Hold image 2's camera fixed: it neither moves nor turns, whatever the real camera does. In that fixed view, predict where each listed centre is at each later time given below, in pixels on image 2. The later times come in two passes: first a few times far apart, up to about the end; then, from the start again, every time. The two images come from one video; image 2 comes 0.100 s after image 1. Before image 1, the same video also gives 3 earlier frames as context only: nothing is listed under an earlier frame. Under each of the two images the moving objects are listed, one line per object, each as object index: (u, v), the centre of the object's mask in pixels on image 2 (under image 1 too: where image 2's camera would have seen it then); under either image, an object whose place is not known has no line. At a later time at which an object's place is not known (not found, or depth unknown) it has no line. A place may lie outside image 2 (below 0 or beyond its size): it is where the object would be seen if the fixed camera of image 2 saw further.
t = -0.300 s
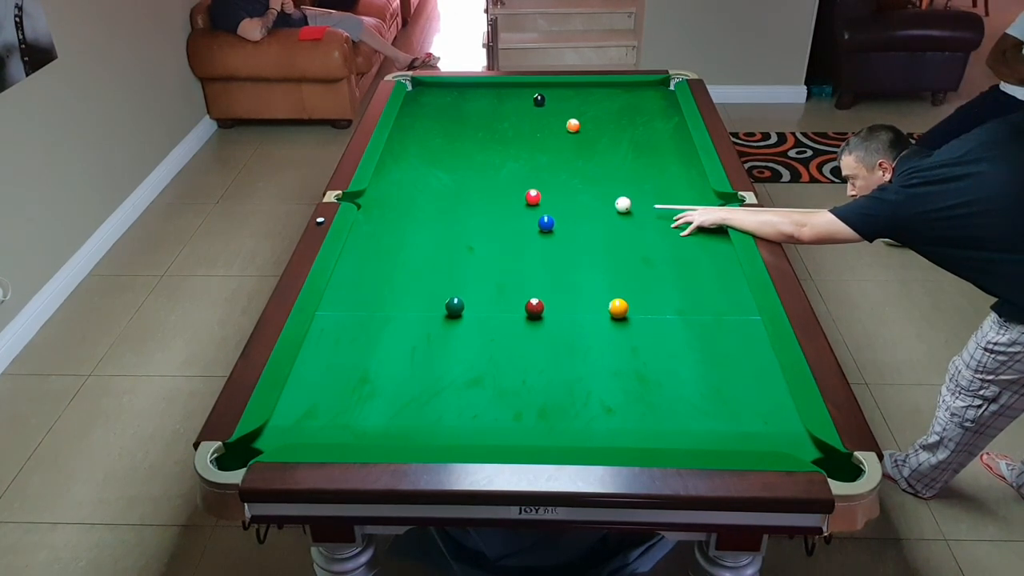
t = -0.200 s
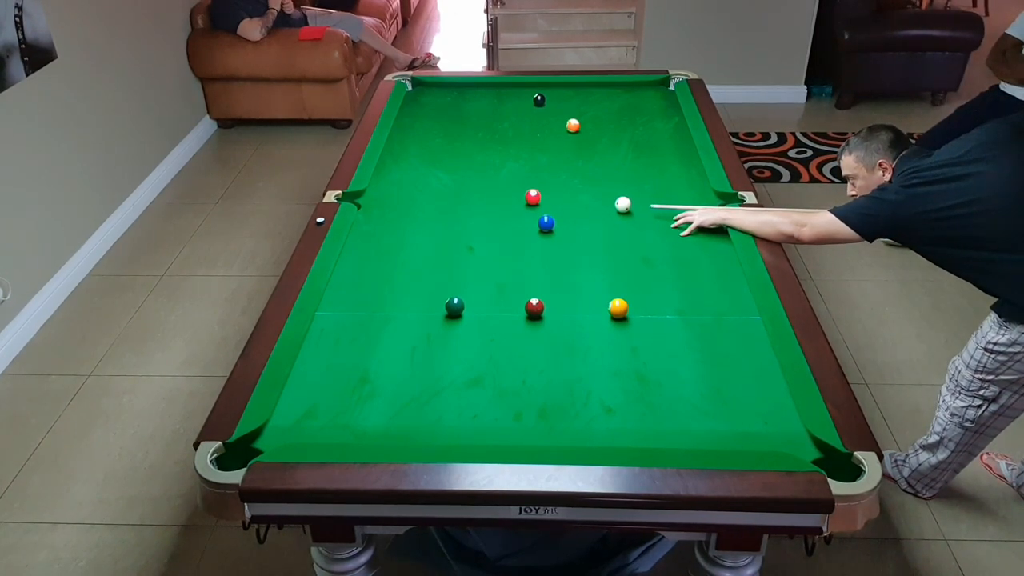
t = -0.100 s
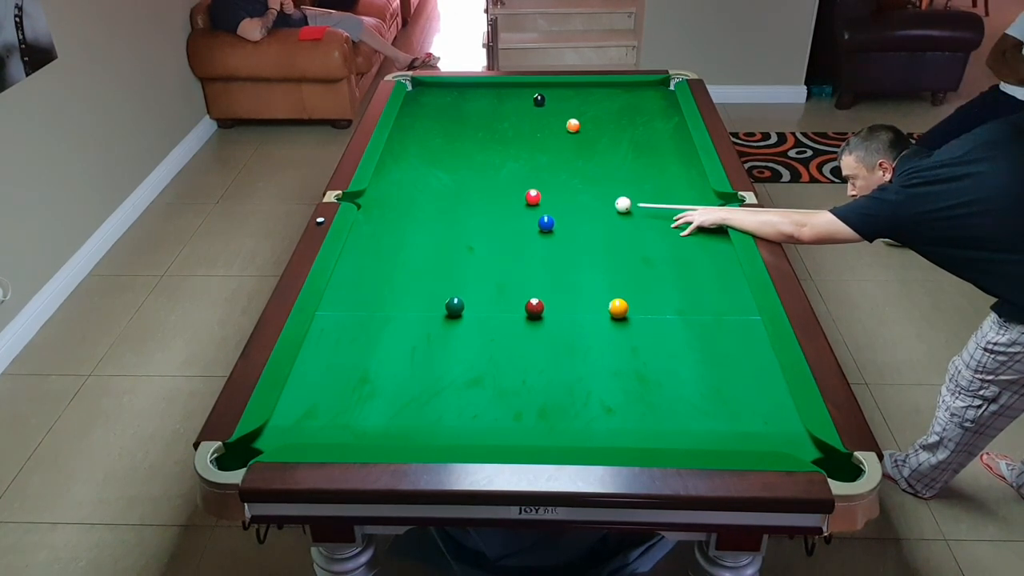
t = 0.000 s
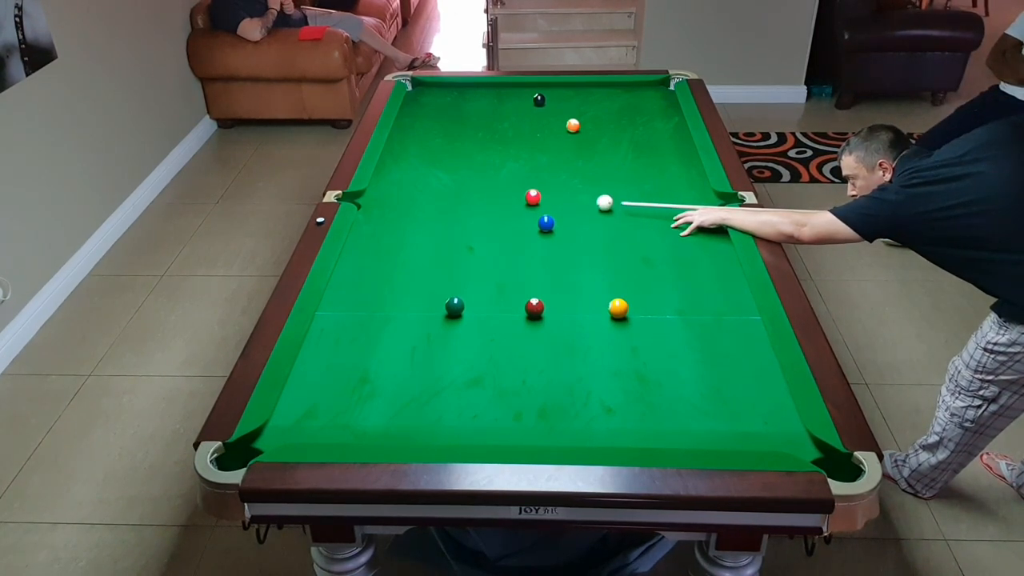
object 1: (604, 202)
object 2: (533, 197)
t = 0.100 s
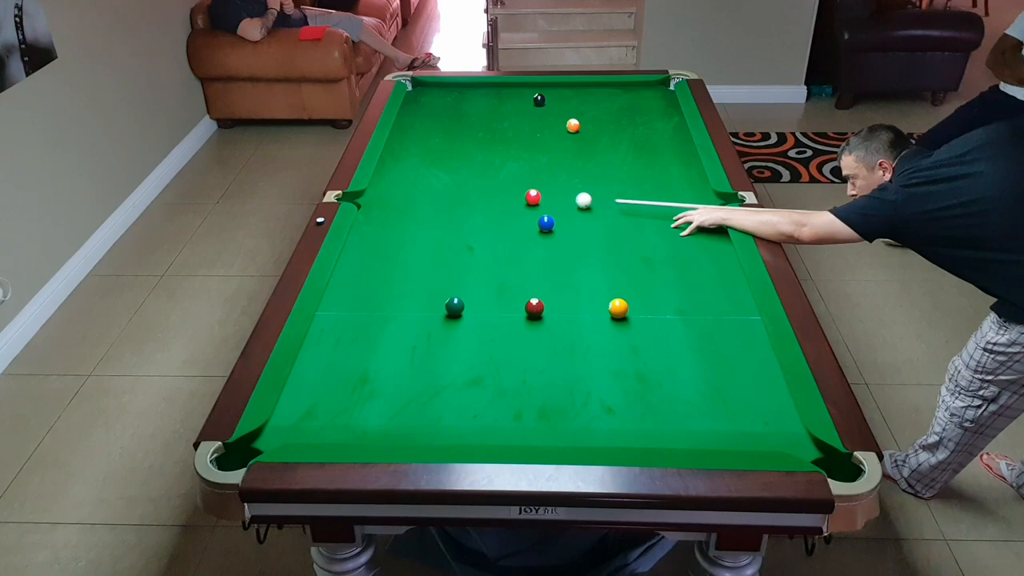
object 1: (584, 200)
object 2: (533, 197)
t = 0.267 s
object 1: (551, 197)
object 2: (533, 197)
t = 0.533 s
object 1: (539, 192)
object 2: (500, 197)
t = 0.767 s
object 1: (530, 188)
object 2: (474, 197)
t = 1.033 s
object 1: (522, 184)
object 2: (446, 197)
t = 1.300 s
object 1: (515, 180)
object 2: (420, 197)
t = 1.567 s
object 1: (509, 178)
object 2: (396, 197)
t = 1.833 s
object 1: (504, 175)
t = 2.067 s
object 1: (501, 174)
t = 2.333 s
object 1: (498, 173)
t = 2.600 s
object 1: (496, 172)
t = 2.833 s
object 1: (496, 172)
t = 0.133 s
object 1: (577, 200)
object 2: (533, 197)
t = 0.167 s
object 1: (570, 199)
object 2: (533, 197)
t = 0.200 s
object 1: (564, 198)
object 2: (533, 197)
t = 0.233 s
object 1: (557, 198)
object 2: (533, 197)
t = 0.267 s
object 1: (551, 197)
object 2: (533, 197)
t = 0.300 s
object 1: (548, 196)
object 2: (530, 197)
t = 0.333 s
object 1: (547, 195)
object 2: (524, 197)
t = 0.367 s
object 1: (546, 195)
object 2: (520, 197)
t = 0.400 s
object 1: (545, 194)
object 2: (515, 197)
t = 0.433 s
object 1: (543, 193)
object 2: (511, 197)
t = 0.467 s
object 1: (542, 193)
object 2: (507, 197)
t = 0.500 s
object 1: (540, 192)
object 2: (503, 197)
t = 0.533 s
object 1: (539, 192)
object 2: (500, 197)
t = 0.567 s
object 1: (538, 191)
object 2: (496, 197)
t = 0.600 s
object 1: (536, 190)
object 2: (492, 197)
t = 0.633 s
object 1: (535, 190)
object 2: (488, 197)
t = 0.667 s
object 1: (534, 189)
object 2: (484, 197)
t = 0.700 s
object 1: (533, 189)
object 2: (481, 197)
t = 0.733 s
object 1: (532, 188)
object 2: (477, 197)
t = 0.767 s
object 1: (530, 188)
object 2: (474, 197)
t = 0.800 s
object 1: (529, 187)
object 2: (470, 197)
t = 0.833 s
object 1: (528, 187)
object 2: (467, 197)
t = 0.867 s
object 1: (527, 186)
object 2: (463, 197)
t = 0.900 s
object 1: (526, 186)
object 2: (460, 197)
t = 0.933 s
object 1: (525, 185)
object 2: (456, 197)
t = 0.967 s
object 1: (524, 185)
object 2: (452, 197)
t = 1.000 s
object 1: (523, 184)
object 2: (449, 197)
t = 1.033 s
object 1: (522, 184)
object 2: (446, 197)
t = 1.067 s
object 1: (521, 183)
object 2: (443, 197)
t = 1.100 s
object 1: (520, 183)
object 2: (439, 197)
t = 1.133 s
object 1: (519, 182)
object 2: (436, 197)
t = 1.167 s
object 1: (518, 182)
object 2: (433, 197)
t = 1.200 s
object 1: (517, 182)
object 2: (429, 197)
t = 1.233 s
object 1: (516, 181)
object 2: (426, 197)
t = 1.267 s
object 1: (515, 181)
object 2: (423, 197)
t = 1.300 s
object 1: (515, 180)
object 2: (420, 197)
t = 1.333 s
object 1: (514, 180)
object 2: (417, 197)
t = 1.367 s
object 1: (513, 179)
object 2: (414, 197)
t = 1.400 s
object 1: (512, 179)
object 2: (411, 197)
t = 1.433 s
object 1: (511, 179)
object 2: (408, 197)
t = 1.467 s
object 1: (511, 179)
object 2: (405, 197)
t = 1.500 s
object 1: (510, 178)
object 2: (402, 197)
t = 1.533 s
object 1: (510, 178)
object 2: (399, 197)
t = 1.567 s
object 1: (509, 178)
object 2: (396, 197)
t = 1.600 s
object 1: (508, 177)
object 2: (393, 197)
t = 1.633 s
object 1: (508, 177)
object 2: (391, 197)
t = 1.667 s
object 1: (507, 177)
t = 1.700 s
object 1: (506, 176)
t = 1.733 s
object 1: (506, 176)
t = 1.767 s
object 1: (505, 176)
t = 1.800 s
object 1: (505, 176)
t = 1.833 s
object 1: (504, 175)
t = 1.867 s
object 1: (504, 175)
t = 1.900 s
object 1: (503, 175)
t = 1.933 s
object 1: (502, 175)
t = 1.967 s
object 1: (502, 175)
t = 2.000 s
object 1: (502, 174)
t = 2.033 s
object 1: (501, 174)
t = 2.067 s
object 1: (501, 174)
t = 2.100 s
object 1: (500, 174)
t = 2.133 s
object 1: (500, 174)
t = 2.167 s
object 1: (500, 173)
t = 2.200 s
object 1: (499, 173)
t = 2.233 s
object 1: (499, 173)
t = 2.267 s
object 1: (499, 173)
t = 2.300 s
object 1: (499, 173)
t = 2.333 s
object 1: (498, 173)
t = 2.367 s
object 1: (498, 173)
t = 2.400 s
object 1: (498, 172)
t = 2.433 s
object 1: (498, 172)
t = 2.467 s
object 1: (497, 172)
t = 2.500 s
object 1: (497, 172)
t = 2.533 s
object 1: (497, 172)
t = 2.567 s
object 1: (497, 172)
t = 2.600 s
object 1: (496, 172)
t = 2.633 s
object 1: (496, 172)
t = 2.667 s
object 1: (496, 172)
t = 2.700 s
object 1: (496, 172)
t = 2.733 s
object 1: (496, 172)
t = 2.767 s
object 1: (496, 172)
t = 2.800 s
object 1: (496, 172)
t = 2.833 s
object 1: (496, 172)
